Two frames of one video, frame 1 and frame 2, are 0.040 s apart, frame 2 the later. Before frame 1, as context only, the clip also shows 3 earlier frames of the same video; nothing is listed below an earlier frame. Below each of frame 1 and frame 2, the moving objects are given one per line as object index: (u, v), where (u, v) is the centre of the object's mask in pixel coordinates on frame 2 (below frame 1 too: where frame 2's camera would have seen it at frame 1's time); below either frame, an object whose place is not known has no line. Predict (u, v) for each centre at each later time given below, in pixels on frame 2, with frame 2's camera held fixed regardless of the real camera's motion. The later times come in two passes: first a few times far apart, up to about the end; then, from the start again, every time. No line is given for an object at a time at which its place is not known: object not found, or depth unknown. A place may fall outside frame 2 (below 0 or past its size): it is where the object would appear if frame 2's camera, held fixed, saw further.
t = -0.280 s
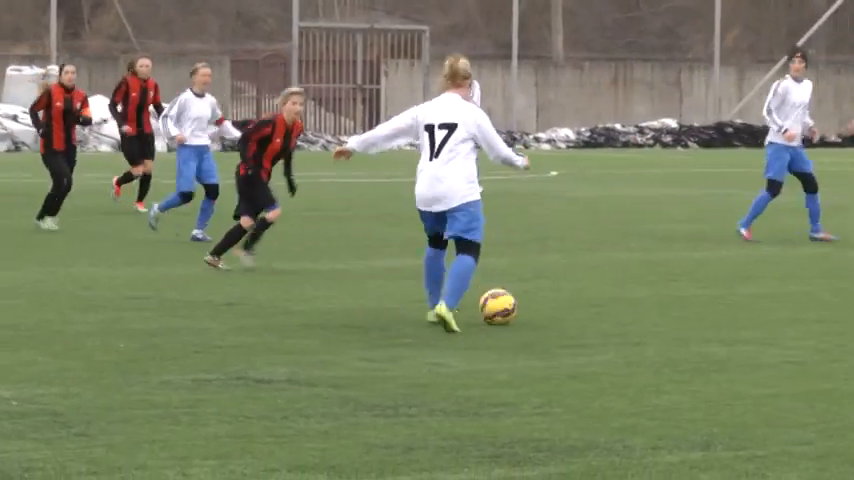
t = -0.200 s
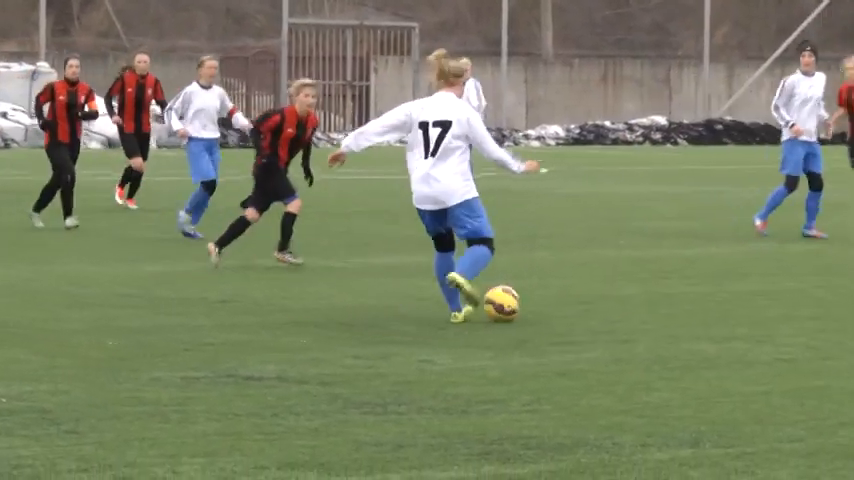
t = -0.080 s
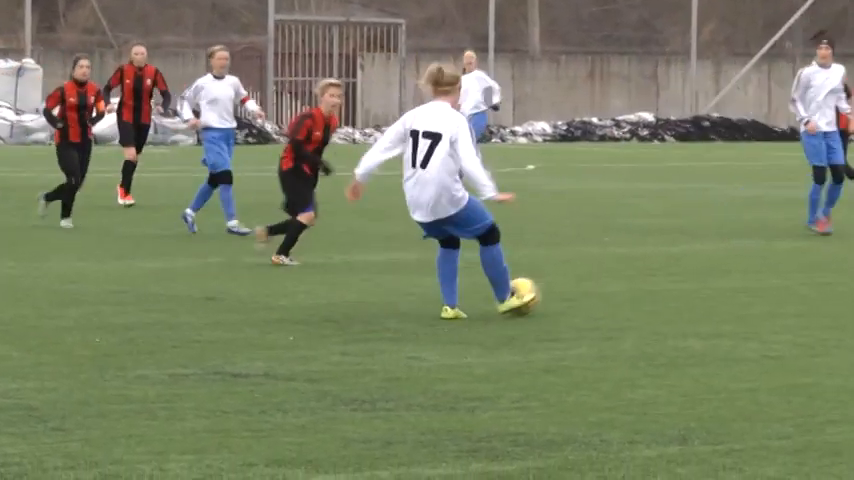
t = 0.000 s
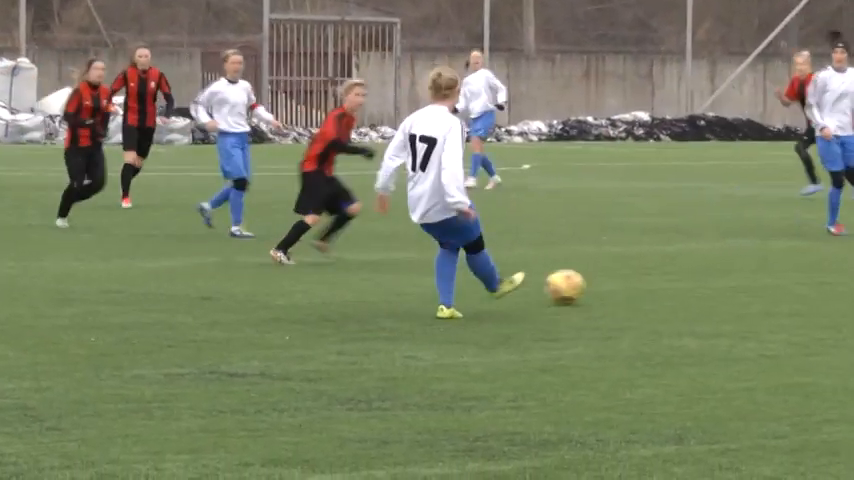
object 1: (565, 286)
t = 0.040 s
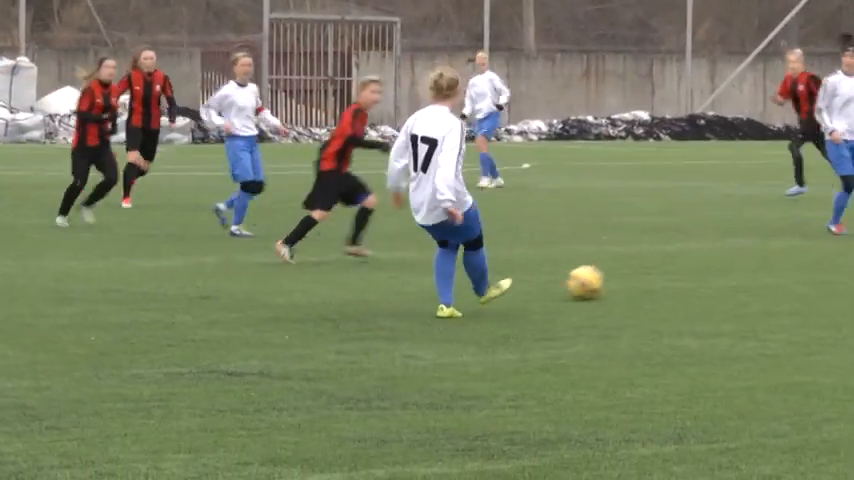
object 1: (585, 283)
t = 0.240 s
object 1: (671, 263)
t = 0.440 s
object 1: (728, 250)
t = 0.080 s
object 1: (605, 277)
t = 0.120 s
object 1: (623, 274)
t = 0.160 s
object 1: (641, 272)
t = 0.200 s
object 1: (656, 268)
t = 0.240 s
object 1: (671, 263)
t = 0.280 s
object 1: (685, 260)
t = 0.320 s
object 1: (697, 260)
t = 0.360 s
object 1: (706, 257)
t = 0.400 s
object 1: (718, 252)
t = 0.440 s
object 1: (728, 250)
